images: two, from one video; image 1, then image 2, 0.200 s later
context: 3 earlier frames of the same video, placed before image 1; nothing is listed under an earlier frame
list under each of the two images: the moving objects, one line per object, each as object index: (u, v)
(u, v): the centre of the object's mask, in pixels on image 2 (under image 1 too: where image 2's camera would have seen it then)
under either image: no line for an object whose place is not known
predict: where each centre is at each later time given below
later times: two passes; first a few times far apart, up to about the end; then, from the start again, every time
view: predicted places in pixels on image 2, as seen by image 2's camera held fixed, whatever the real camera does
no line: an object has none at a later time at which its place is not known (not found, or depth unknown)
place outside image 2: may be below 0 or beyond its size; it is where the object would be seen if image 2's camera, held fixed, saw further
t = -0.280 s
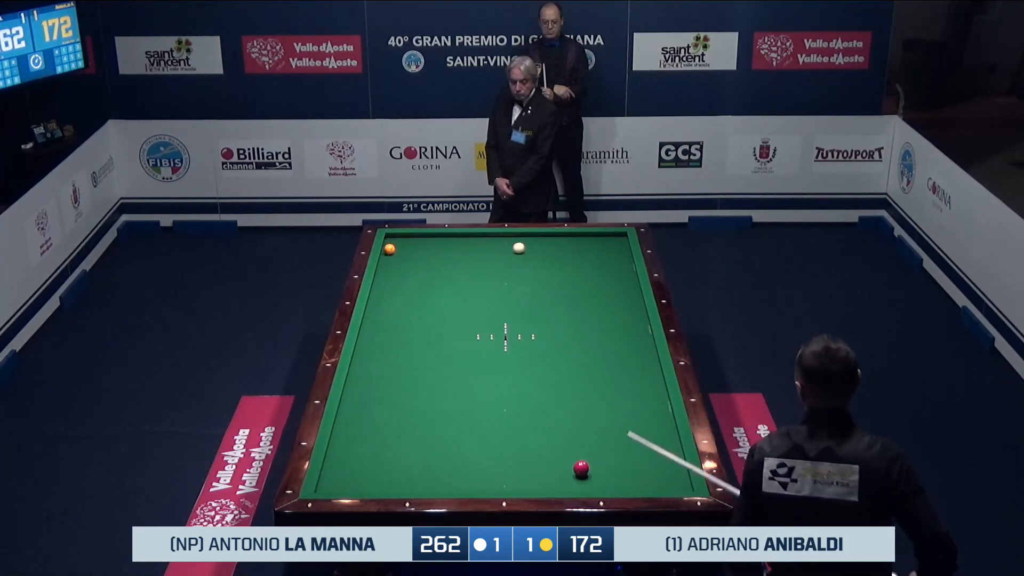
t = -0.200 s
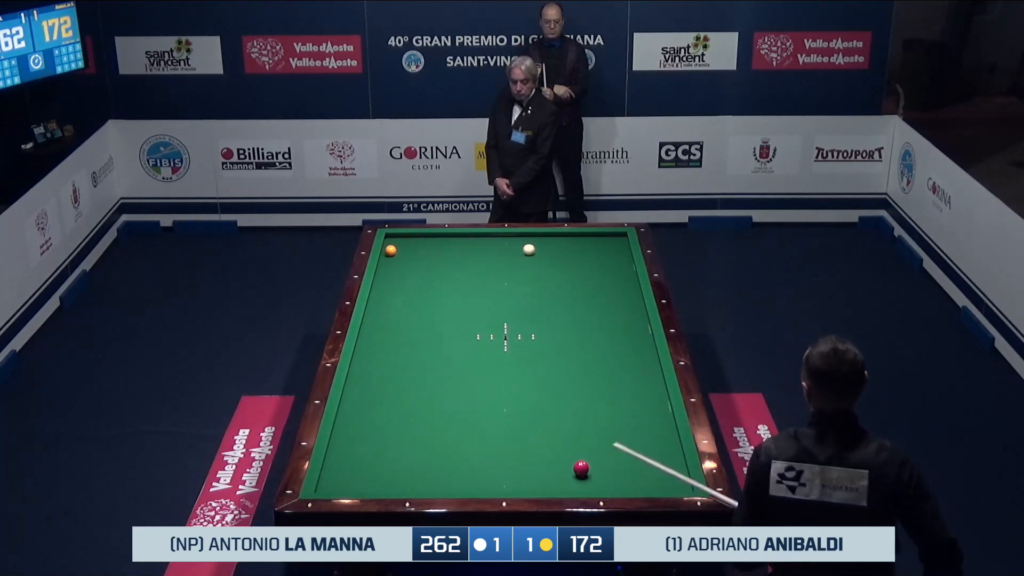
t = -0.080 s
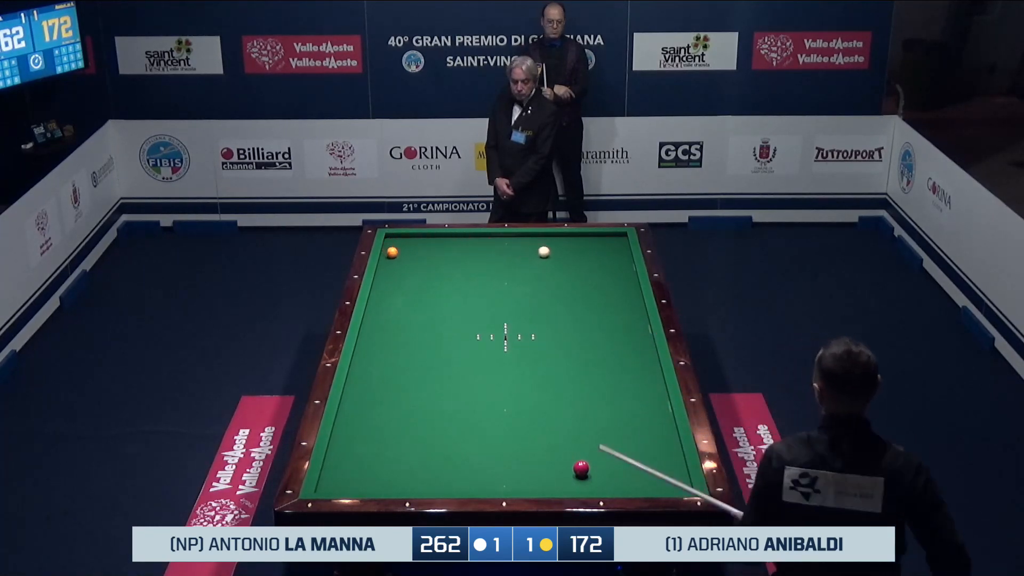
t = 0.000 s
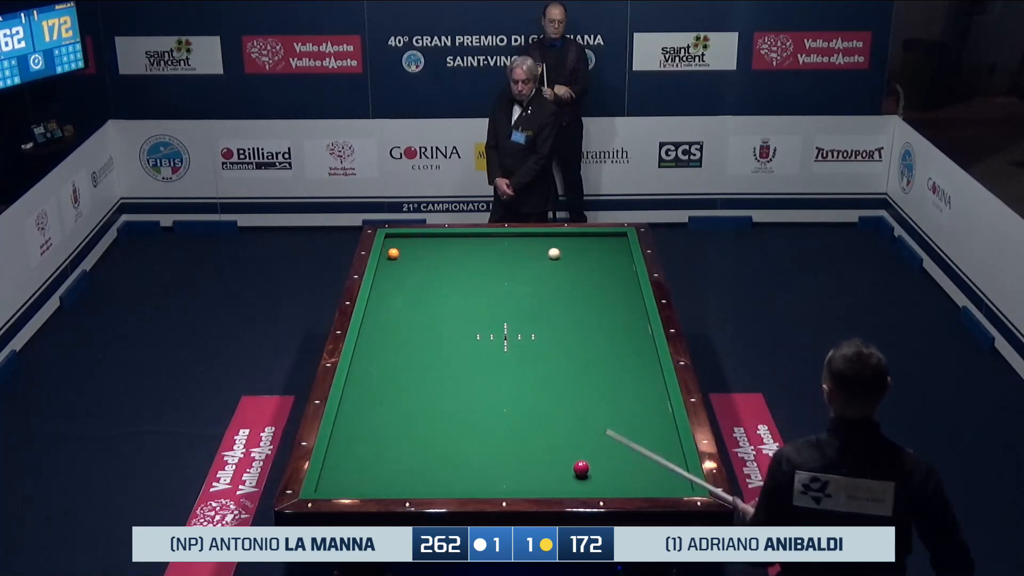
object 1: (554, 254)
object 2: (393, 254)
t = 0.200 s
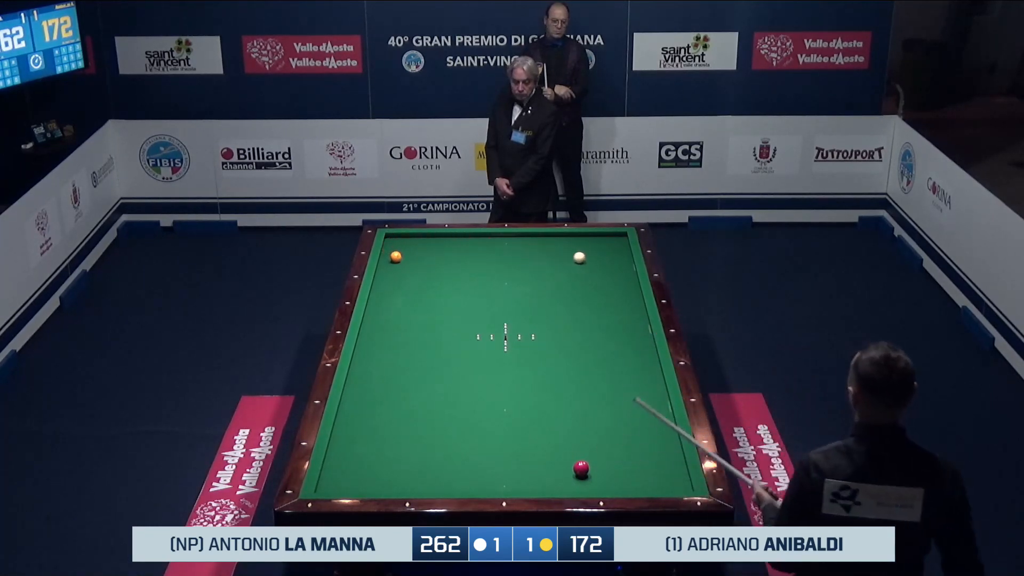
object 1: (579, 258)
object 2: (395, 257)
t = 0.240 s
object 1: (584, 258)
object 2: (396, 258)
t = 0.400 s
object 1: (605, 262)
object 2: (398, 260)
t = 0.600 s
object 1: (629, 266)
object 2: (400, 263)
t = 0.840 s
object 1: (613, 273)
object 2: (403, 267)
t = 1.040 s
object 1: (599, 278)
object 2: (405, 270)
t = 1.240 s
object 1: (587, 284)
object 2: (408, 272)
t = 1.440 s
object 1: (573, 289)
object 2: (410, 275)
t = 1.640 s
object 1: (560, 295)
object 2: (411, 278)
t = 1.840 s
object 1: (547, 300)
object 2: (414, 280)
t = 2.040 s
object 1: (533, 306)
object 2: (416, 282)
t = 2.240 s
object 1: (520, 312)
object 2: (417, 285)
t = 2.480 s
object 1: (504, 318)
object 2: (420, 287)
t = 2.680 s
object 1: (490, 324)
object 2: (421, 290)
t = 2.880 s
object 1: (477, 329)
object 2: (423, 292)
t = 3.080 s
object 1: (464, 335)
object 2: (425, 293)
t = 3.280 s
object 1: (450, 341)
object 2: (425, 295)
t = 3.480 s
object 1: (437, 346)
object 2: (427, 297)
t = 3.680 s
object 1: (424, 352)
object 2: (428, 298)
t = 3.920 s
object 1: (408, 359)
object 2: (429, 300)
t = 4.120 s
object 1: (395, 364)
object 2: (430, 302)
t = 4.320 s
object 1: (381, 370)
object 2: (431, 303)
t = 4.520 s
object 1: (368, 375)
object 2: (432, 304)
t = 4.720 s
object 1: (355, 381)
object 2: (432, 305)
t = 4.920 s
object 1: (355, 385)
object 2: (433, 305)
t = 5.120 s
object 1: (360, 389)
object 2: (433, 307)
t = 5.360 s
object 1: (366, 394)
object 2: (433, 307)
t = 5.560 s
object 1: (370, 397)
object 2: (434, 307)
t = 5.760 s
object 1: (375, 401)
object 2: (434, 308)
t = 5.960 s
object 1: (380, 404)
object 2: (433, 308)
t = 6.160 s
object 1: (384, 407)
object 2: (434, 308)
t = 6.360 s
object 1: (388, 410)
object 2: (434, 308)
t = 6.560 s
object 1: (392, 413)
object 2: (434, 308)
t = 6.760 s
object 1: (396, 416)
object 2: (434, 308)
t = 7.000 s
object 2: (434, 308)
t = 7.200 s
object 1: (404, 421)
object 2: (434, 307)
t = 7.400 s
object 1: (407, 423)
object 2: (434, 307)
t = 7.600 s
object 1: (410, 425)
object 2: (434, 307)
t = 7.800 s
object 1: (413, 427)
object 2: (434, 307)
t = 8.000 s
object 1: (416, 429)
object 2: (434, 307)
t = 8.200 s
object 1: (419, 431)
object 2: (434, 308)
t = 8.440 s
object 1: (421, 433)
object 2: (434, 307)
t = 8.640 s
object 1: (423, 434)
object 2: (434, 307)
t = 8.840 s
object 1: (425, 435)
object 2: (434, 307)
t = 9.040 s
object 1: (426, 436)
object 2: (434, 307)
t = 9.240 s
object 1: (428, 437)
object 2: (434, 307)
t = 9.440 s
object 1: (428, 438)
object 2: (434, 308)
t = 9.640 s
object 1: (429, 438)
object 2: (434, 308)
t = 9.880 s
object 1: (430, 439)
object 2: (434, 308)
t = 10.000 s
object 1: (430, 439)
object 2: (434, 308)
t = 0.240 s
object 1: (584, 258)
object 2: (396, 258)
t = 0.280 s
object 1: (589, 259)
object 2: (397, 258)
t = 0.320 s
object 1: (595, 260)
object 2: (397, 259)
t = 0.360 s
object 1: (599, 261)
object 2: (397, 259)
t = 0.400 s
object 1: (605, 262)
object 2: (398, 260)
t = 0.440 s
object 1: (610, 263)
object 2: (398, 261)
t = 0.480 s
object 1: (615, 263)
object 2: (399, 261)
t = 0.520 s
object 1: (620, 264)
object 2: (399, 262)
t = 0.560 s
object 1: (625, 265)
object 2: (400, 263)
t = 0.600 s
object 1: (629, 266)
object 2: (400, 263)
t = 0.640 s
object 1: (627, 267)
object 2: (401, 264)
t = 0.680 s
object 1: (623, 268)
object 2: (401, 264)
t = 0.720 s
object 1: (620, 269)
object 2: (402, 265)
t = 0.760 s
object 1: (618, 270)
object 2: (402, 265)
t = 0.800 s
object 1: (615, 271)
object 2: (403, 266)
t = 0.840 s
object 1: (613, 273)
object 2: (403, 267)
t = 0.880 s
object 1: (610, 274)
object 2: (404, 267)
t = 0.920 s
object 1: (607, 275)
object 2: (404, 268)
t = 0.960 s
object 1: (605, 276)
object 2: (404, 268)
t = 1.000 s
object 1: (602, 277)
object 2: (405, 269)
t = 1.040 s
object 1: (599, 278)
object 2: (405, 270)
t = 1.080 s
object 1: (597, 279)
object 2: (406, 270)
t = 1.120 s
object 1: (594, 280)
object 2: (406, 270)
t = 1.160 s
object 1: (592, 281)
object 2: (407, 271)
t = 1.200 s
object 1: (589, 282)
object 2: (407, 272)
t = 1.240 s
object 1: (587, 284)
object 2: (408, 272)
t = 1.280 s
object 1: (584, 285)
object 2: (408, 273)
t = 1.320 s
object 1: (581, 286)
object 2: (408, 273)
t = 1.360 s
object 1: (579, 287)
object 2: (409, 274)
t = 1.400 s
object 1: (576, 288)
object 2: (409, 274)
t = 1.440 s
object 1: (573, 289)
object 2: (410, 275)
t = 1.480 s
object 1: (571, 290)
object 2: (410, 275)
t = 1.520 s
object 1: (568, 291)
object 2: (410, 276)
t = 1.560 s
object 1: (565, 293)
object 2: (411, 277)
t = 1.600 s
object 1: (563, 294)
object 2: (411, 277)
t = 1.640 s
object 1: (560, 295)
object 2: (411, 278)
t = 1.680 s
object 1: (557, 296)
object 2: (412, 278)
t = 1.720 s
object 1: (555, 297)
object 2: (412, 279)
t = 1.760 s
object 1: (552, 298)
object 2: (413, 279)
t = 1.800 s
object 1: (549, 299)
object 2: (413, 280)
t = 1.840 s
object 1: (547, 300)
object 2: (414, 280)
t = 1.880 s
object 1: (544, 301)
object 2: (414, 280)
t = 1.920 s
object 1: (541, 303)
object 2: (415, 281)
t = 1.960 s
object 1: (539, 303)
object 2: (415, 282)
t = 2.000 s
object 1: (536, 305)
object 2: (415, 282)
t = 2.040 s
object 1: (533, 306)
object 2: (416, 282)
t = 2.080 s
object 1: (531, 307)
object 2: (416, 283)
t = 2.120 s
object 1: (528, 308)
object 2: (416, 283)
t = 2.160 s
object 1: (525, 309)
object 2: (416, 284)
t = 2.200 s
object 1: (523, 310)
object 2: (417, 284)
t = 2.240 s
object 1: (520, 312)
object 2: (417, 285)
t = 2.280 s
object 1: (517, 313)
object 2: (418, 285)
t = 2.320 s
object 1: (515, 314)
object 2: (418, 286)
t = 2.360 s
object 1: (512, 315)
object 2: (418, 286)
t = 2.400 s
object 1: (509, 316)
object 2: (419, 287)
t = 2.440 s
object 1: (507, 317)
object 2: (419, 287)
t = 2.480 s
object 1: (504, 318)
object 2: (420, 287)
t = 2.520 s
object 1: (501, 319)
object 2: (420, 288)
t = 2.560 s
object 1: (498, 321)
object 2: (420, 288)
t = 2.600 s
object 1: (496, 322)
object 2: (420, 289)
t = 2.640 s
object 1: (493, 323)
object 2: (421, 289)
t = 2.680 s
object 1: (490, 324)
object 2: (421, 290)
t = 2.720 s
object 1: (488, 325)
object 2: (422, 290)
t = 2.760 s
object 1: (485, 326)
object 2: (422, 290)
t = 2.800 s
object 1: (482, 327)
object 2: (422, 291)
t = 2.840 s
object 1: (480, 329)
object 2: (422, 291)
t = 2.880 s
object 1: (477, 329)
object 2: (423, 292)
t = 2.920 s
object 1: (474, 331)
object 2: (423, 292)
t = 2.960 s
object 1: (472, 332)
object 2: (423, 292)
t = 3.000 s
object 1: (469, 333)
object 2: (424, 293)
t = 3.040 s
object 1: (466, 334)
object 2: (424, 293)
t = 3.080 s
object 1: (464, 335)
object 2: (425, 293)
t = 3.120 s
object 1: (461, 336)
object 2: (425, 294)
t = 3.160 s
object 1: (458, 338)
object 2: (425, 294)
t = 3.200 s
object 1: (456, 339)
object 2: (425, 295)
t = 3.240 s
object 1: (453, 340)
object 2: (425, 295)
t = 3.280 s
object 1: (450, 341)
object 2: (425, 295)
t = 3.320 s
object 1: (448, 342)
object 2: (426, 296)
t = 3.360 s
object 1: (445, 343)
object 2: (426, 296)
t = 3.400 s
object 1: (442, 344)
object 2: (426, 296)
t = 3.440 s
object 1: (439, 345)
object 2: (427, 297)
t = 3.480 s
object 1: (437, 346)
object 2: (427, 297)
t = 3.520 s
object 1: (434, 348)
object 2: (427, 297)
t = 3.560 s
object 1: (431, 349)
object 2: (428, 298)
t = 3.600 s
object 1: (429, 350)
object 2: (428, 298)
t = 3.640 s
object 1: (426, 351)
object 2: (428, 298)
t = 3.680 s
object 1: (424, 352)
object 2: (428, 298)
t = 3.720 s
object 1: (421, 353)
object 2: (428, 299)
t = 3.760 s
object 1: (418, 354)
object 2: (428, 299)
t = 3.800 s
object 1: (416, 356)
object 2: (429, 300)
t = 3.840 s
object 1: (413, 356)
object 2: (429, 300)
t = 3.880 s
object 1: (410, 358)
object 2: (429, 300)
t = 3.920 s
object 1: (408, 359)
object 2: (429, 300)
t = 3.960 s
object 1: (405, 360)
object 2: (429, 301)
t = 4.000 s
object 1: (402, 361)
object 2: (429, 301)
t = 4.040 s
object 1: (400, 362)
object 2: (430, 301)
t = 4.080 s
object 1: (397, 363)
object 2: (430, 301)
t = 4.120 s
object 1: (395, 364)
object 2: (430, 302)
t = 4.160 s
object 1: (392, 366)
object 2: (430, 302)
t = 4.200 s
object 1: (389, 367)
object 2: (430, 302)
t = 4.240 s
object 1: (387, 368)
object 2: (430, 303)
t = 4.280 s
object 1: (384, 369)
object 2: (431, 303)
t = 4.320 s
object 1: (381, 370)
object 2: (431, 303)
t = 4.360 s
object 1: (379, 371)
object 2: (431, 303)
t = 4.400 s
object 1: (376, 372)
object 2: (431, 304)
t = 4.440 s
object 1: (374, 373)
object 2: (431, 303)
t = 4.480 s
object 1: (371, 374)
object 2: (431, 304)
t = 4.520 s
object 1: (368, 375)
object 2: (432, 304)
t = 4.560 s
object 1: (366, 377)
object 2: (432, 304)
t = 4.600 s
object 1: (363, 378)
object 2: (432, 304)
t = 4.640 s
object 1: (361, 379)
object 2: (432, 305)
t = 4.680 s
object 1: (358, 380)
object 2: (432, 305)
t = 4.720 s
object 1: (355, 381)
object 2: (432, 305)
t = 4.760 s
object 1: (353, 382)
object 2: (432, 305)
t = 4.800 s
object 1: (352, 383)
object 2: (433, 305)
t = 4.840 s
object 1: (353, 384)
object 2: (433, 305)
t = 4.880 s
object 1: (354, 385)
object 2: (433, 305)
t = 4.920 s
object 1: (355, 385)
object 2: (433, 305)
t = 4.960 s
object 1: (356, 386)
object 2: (433, 306)
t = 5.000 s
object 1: (357, 387)
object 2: (433, 306)
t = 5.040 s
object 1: (358, 388)
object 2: (433, 306)
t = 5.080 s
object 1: (359, 388)
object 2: (433, 306)
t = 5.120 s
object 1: (360, 389)
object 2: (433, 307)
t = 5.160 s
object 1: (361, 390)
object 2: (433, 307)
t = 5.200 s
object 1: (362, 391)
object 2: (433, 307)
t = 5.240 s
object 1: (363, 392)
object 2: (433, 307)
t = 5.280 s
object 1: (364, 392)
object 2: (433, 307)
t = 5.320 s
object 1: (365, 393)
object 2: (433, 307)
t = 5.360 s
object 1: (366, 394)
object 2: (433, 307)
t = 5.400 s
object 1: (367, 395)
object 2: (433, 307)
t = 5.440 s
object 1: (368, 395)
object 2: (434, 307)
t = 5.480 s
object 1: (369, 396)
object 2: (434, 307)
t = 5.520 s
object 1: (369, 396)
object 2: (434, 307)
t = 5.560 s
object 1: (370, 397)
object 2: (434, 307)
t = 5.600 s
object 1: (371, 398)
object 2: (433, 308)
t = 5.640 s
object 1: (372, 399)
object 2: (434, 308)
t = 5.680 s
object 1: (373, 399)
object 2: (434, 308)
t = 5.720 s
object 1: (374, 400)
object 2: (434, 308)
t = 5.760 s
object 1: (375, 401)
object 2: (434, 308)
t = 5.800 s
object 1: (376, 401)
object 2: (433, 308)
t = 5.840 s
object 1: (377, 402)
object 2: (433, 308)
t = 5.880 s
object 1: (378, 403)
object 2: (433, 308)
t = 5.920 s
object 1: (379, 403)
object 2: (433, 308)
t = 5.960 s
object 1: (380, 404)
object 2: (433, 308)
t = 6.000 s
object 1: (381, 405)
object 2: (433, 308)
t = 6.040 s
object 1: (382, 405)
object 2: (434, 308)
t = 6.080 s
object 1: (382, 406)
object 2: (434, 308)
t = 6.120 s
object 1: (383, 407)
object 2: (434, 308)
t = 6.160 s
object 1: (384, 407)
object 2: (434, 308)
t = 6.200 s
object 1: (385, 408)
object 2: (434, 308)
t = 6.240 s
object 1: (386, 408)
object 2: (434, 308)
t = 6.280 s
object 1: (387, 409)
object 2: (434, 308)
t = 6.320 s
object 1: (388, 410)
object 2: (434, 308)
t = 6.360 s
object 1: (388, 410)
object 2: (434, 308)
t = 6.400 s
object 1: (389, 411)
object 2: (434, 308)
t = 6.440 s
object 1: (390, 411)
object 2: (434, 308)
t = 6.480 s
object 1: (391, 412)
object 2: (434, 308)
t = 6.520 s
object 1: (392, 413)
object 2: (434, 308)
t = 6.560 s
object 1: (392, 413)
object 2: (434, 308)
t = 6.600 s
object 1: (393, 414)
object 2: (434, 308)
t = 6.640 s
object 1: (394, 414)
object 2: (434, 308)
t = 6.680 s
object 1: (395, 415)
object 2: (434, 307)
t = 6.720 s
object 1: (396, 415)
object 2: (434, 308)
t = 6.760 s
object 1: (396, 416)
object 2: (434, 308)
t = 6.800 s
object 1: (397, 416)
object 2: (434, 307)
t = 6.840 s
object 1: (398, 417)
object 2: (434, 307)
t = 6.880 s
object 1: (398, 417)
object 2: (434, 308)
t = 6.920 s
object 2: (434, 308)
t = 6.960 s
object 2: (434, 308)
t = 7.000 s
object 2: (434, 308)
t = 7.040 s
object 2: (434, 307)
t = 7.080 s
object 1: (402, 420)
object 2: (434, 307)
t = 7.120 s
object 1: (403, 420)
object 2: (434, 307)
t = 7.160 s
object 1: (403, 421)
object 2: (434, 307)
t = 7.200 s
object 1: (404, 421)
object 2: (434, 307)
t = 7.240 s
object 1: (405, 422)
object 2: (434, 307)
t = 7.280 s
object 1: (406, 422)
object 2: (434, 307)
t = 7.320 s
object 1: (406, 423)
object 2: (434, 307)
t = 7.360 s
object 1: (407, 423)
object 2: (434, 307)
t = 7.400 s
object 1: (407, 423)
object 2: (434, 307)
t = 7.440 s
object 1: (408, 424)
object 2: (434, 308)
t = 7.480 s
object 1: (409, 424)
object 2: (434, 307)
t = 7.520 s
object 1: (409, 425)
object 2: (434, 307)
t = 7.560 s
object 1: (410, 425)
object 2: (434, 307)
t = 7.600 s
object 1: (410, 425)
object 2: (434, 307)
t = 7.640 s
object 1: (411, 426)
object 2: (434, 307)
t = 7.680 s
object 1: (412, 426)
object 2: (434, 307)
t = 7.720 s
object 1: (412, 427)
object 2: (434, 307)
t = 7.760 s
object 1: (413, 427)
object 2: (434, 307)
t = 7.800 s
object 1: (413, 427)
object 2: (434, 307)
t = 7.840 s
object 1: (414, 428)
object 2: (434, 307)
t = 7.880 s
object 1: (414, 428)
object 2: (434, 307)
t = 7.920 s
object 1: (415, 428)
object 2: (434, 307)
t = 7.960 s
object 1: (416, 429)
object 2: (434, 307)
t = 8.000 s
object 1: (416, 429)
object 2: (434, 307)
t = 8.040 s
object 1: (417, 430)
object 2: (434, 307)
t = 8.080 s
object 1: (417, 430)
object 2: (434, 307)
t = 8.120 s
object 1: (418, 430)
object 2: (434, 307)
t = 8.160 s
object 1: (418, 430)
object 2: (434, 308)
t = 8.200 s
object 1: (419, 431)
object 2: (434, 308)
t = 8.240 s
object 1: (419, 431)
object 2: (434, 308)
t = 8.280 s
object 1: (420, 432)
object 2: (434, 308)
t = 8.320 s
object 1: (420, 432)
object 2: (434, 308)
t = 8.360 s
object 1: (421, 432)
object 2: (434, 308)
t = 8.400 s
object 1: (421, 432)
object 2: (434, 307)
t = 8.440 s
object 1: (421, 433)
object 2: (434, 307)
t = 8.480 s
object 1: (422, 433)
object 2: (434, 307)
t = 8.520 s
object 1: (422, 433)
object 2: (434, 307)
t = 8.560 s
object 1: (423, 433)
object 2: (434, 307)
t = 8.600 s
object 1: (423, 434)
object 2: (434, 307)
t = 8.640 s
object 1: (423, 434)
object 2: (434, 307)
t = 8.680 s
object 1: (424, 434)
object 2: (434, 307)
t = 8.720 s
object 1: (424, 434)
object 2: (434, 307)
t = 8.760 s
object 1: (424, 435)
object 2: (434, 307)
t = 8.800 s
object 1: (425, 435)
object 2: (434, 307)
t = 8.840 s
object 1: (425, 435)
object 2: (434, 307)
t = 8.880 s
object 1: (425, 436)
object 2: (434, 308)
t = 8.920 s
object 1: (426, 436)
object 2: (434, 307)
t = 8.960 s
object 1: (426, 436)
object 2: (434, 307)
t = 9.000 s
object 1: (426, 436)
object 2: (434, 307)
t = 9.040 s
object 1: (426, 436)
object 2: (434, 307)
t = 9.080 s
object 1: (427, 437)
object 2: (434, 308)
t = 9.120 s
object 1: (427, 437)
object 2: (434, 308)
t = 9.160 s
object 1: (427, 437)
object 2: (434, 307)
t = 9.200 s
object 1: (427, 437)
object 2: (434, 307)
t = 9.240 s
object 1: (428, 437)
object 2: (434, 307)
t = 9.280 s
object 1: (428, 437)
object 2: (434, 308)
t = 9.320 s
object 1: (428, 437)
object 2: (434, 307)
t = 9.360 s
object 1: (428, 437)
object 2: (434, 307)
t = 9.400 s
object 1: (428, 438)
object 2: (434, 307)
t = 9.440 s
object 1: (428, 438)
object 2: (434, 308)
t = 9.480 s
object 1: (429, 438)
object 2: (434, 308)
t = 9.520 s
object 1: (429, 438)
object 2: (434, 307)
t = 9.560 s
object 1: (429, 438)
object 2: (434, 308)
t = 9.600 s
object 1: (429, 438)
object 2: (434, 308)
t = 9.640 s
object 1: (429, 438)
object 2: (434, 308)
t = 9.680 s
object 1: (429, 438)
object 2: (434, 307)
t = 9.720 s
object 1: (429, 439)
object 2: (434, 308)
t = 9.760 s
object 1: (429, 439)
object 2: (434, 307)
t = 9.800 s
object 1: (430, 439)
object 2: (434, 308)
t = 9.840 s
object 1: (430, 439)
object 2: (434, 307)
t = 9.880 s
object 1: (430, 439)
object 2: (434, 308)
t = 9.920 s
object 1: (430, 439)
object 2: (434, 308)
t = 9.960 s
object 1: (430, 439)
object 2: (434, 308)
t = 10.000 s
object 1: (430, 439)
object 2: (434, 308)
